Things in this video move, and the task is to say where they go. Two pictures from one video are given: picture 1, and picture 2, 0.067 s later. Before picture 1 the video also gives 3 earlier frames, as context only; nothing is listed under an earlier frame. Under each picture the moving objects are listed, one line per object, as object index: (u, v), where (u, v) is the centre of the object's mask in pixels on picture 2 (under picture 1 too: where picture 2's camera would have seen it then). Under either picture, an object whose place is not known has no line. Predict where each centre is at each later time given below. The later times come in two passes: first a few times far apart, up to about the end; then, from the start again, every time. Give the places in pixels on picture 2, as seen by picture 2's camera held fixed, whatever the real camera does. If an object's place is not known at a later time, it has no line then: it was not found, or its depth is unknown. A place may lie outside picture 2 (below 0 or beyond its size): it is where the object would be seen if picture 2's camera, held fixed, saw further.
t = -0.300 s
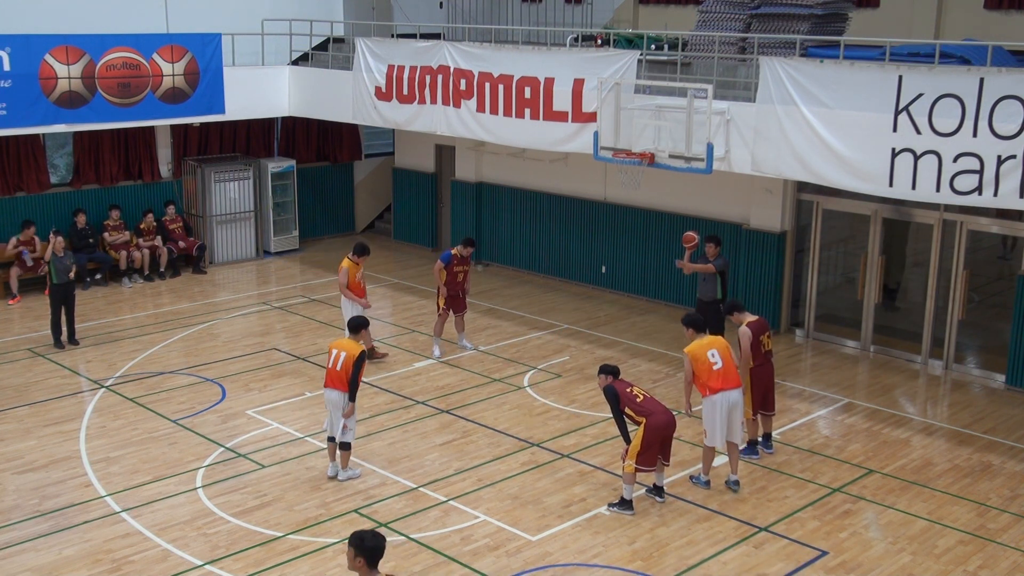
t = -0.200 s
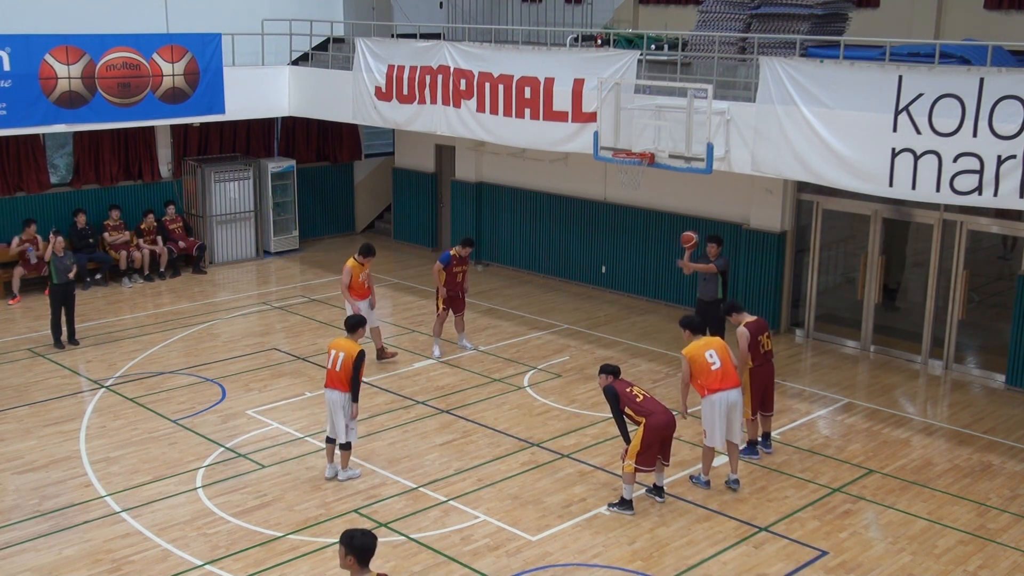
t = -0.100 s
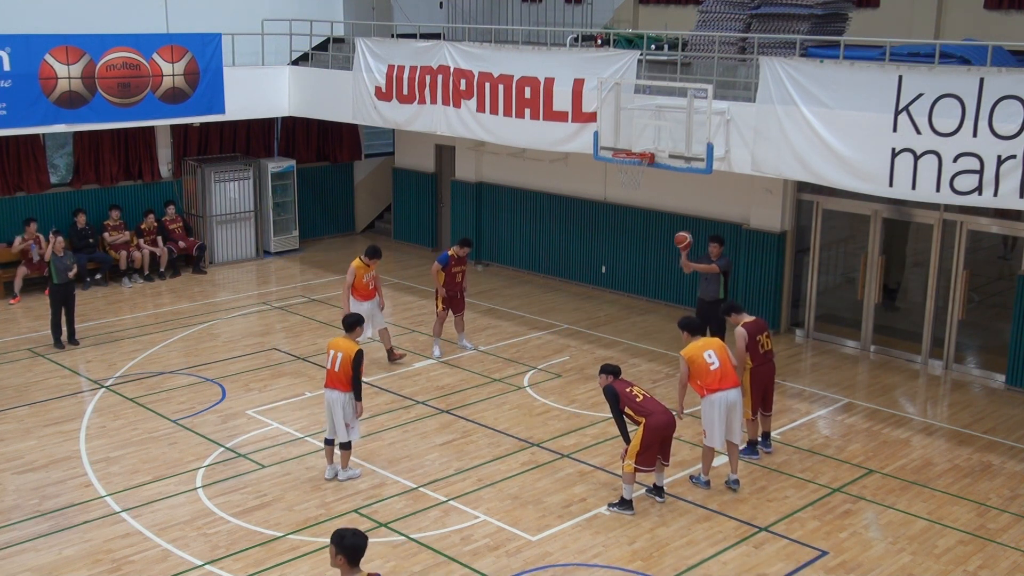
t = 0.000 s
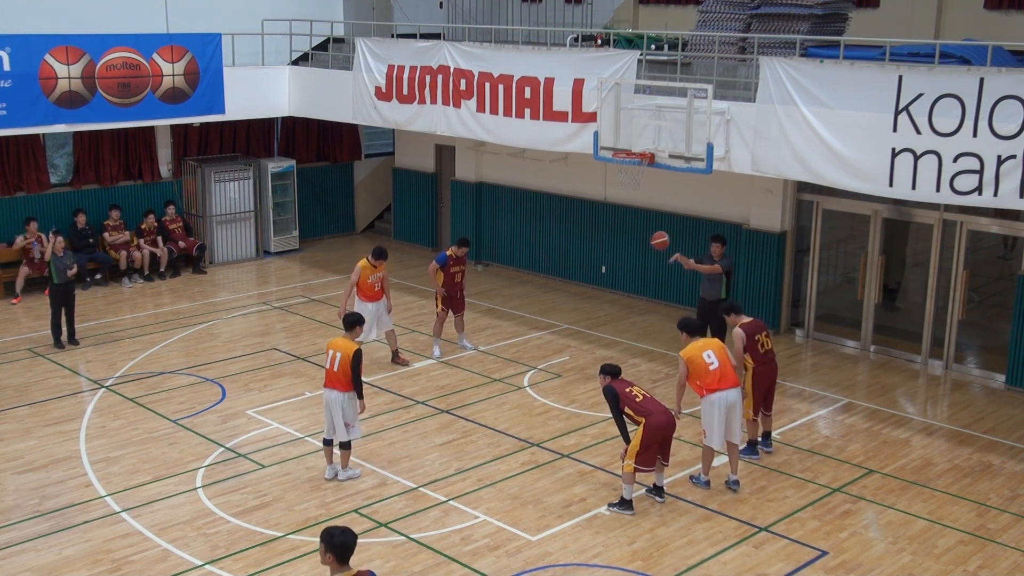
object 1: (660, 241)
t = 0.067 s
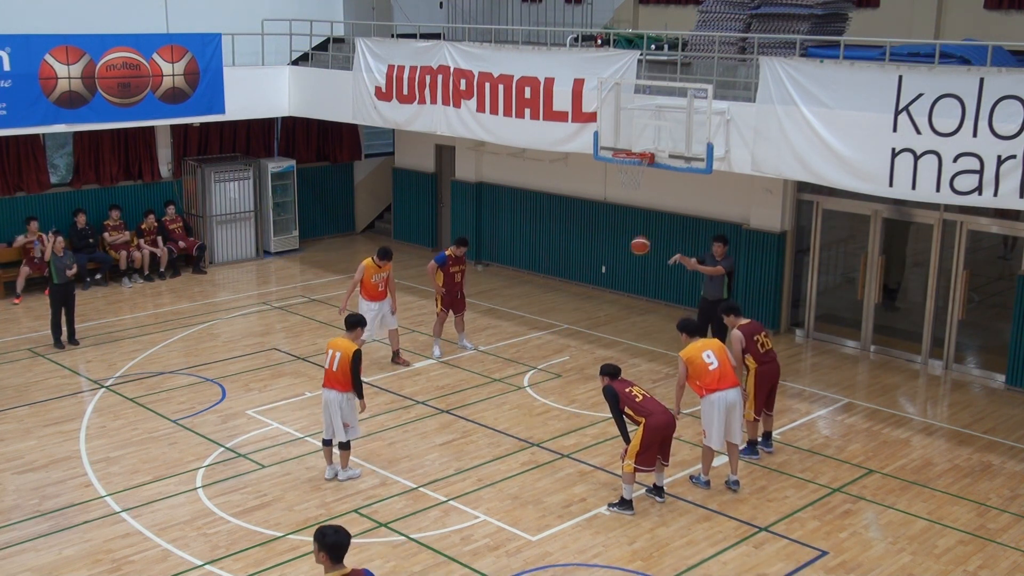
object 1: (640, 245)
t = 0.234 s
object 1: (588, 273)
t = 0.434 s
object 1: (520, 338)
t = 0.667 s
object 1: (443, 418)
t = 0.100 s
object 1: (630, 249)
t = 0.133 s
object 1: (620, 254)
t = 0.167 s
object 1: (609, 260)
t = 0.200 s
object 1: (598, 266)
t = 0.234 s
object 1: (588, 273)
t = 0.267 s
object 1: (577, 281)
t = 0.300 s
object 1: (565, 290)
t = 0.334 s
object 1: (555, 300)
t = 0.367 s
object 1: (543, 313)
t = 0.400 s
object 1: (532, 325)
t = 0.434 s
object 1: (520, 338)
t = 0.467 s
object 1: (508, 352)
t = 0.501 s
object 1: (496, 368)
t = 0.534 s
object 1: (484, 385)
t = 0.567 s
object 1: (471, 402)
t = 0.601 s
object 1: (459, 421)
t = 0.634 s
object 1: (449, 428)
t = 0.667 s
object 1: (443, 418)
